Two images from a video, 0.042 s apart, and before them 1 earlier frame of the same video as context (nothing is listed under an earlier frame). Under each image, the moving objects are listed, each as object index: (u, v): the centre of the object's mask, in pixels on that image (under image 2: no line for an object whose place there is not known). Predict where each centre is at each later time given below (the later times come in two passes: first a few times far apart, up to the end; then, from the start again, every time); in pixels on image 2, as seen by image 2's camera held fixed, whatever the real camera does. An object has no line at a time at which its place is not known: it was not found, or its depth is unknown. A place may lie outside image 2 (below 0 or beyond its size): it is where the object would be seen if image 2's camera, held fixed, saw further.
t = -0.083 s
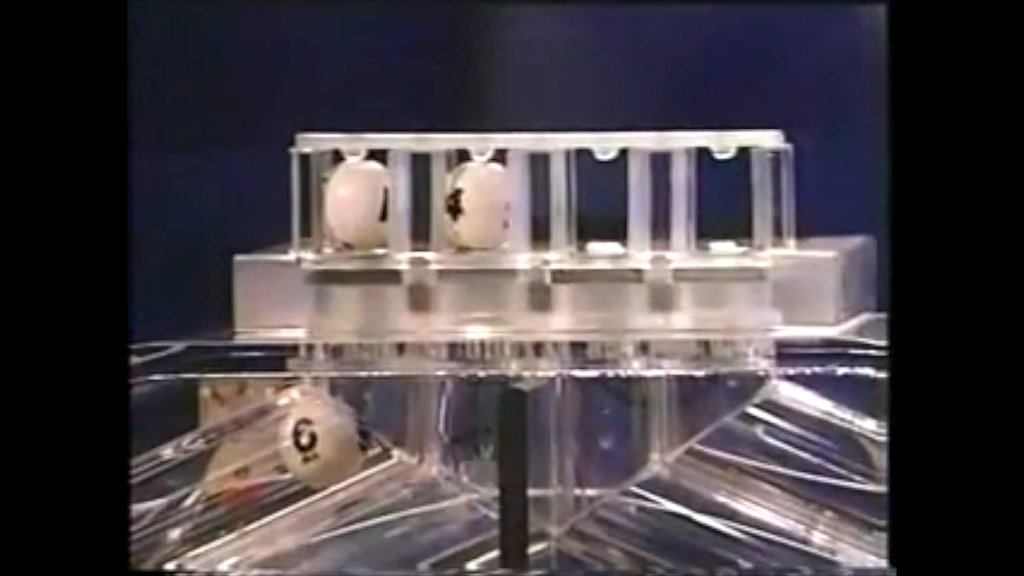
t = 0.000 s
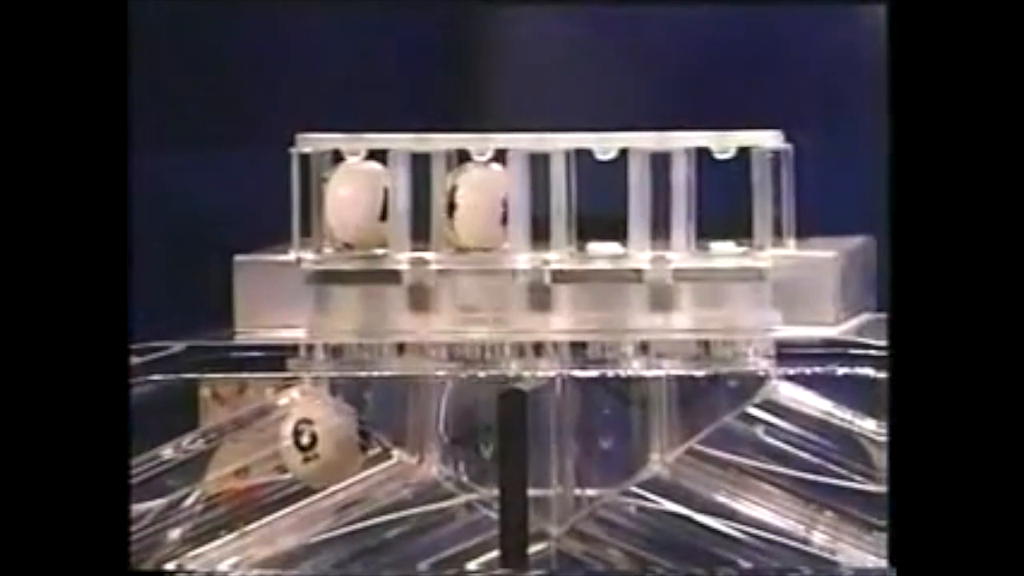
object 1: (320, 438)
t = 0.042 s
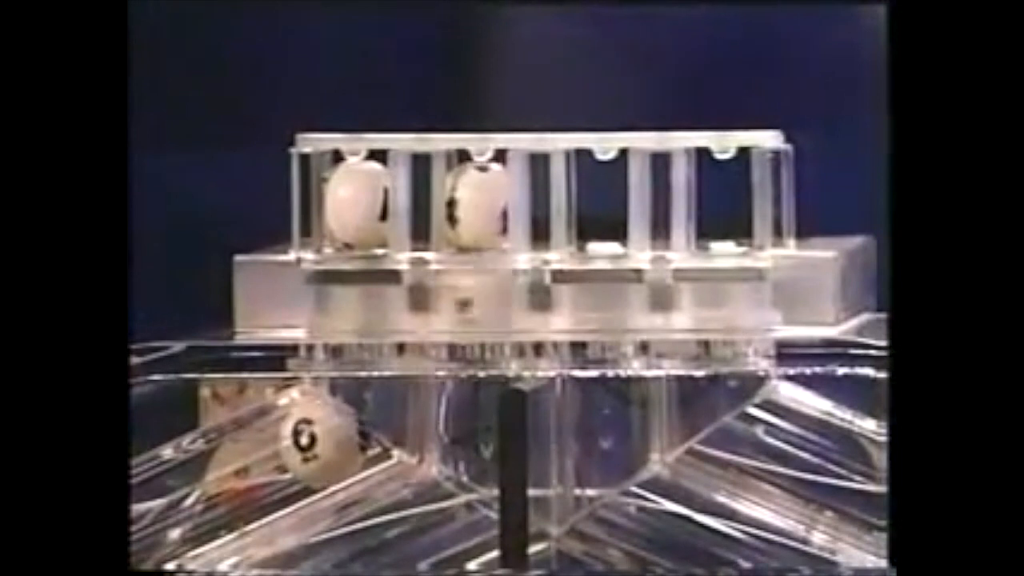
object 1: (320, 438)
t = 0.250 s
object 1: (313, 441)
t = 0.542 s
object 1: (288, 446)
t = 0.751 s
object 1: (242, 478)
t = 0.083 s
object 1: (319, 439)
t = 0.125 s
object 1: (318, 439)
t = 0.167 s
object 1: (316, 441)
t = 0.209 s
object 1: (315, 441)
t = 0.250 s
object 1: (313, 441)
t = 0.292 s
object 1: (311, 442)
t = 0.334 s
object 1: (308, 443)
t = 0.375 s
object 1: (306, 444)
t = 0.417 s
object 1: (304, 444)
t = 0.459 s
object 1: (302, 445)
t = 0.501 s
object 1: (293, 446)
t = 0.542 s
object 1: (288, 446)
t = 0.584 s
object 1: (289, 447)
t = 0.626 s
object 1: (272, 463)
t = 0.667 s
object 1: (262, 468)
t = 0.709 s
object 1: (251, 472)
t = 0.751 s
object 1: (242, 478)
